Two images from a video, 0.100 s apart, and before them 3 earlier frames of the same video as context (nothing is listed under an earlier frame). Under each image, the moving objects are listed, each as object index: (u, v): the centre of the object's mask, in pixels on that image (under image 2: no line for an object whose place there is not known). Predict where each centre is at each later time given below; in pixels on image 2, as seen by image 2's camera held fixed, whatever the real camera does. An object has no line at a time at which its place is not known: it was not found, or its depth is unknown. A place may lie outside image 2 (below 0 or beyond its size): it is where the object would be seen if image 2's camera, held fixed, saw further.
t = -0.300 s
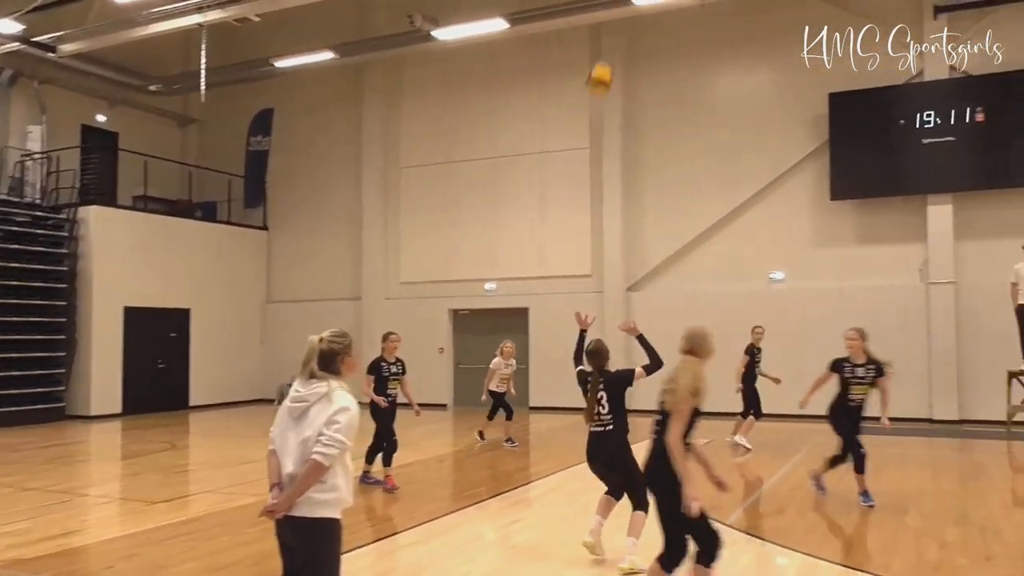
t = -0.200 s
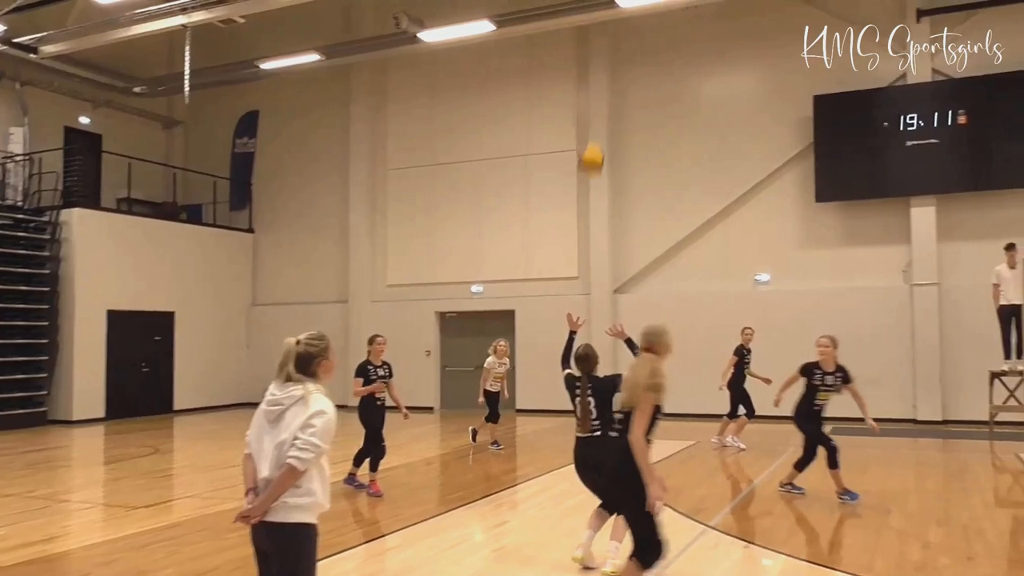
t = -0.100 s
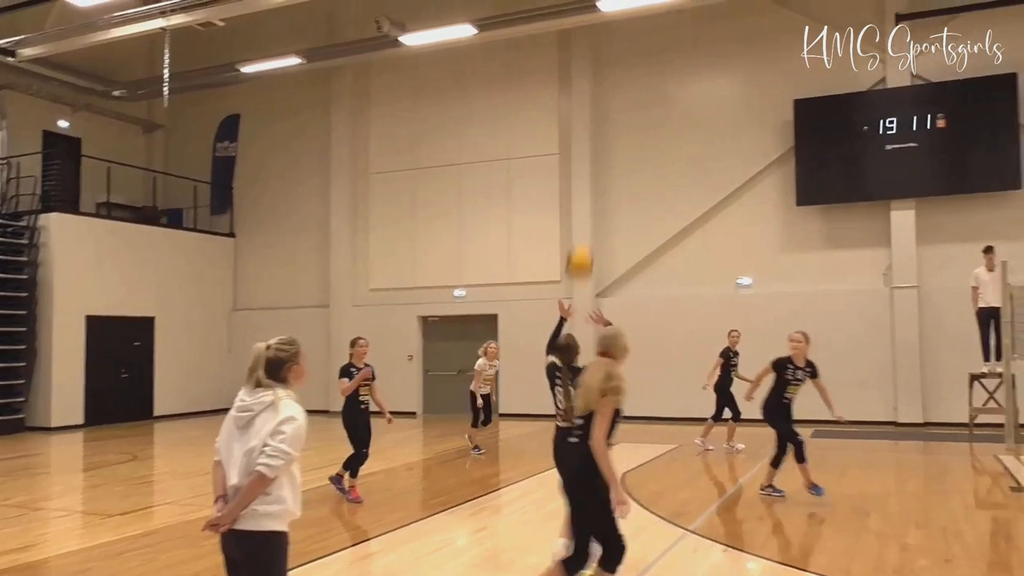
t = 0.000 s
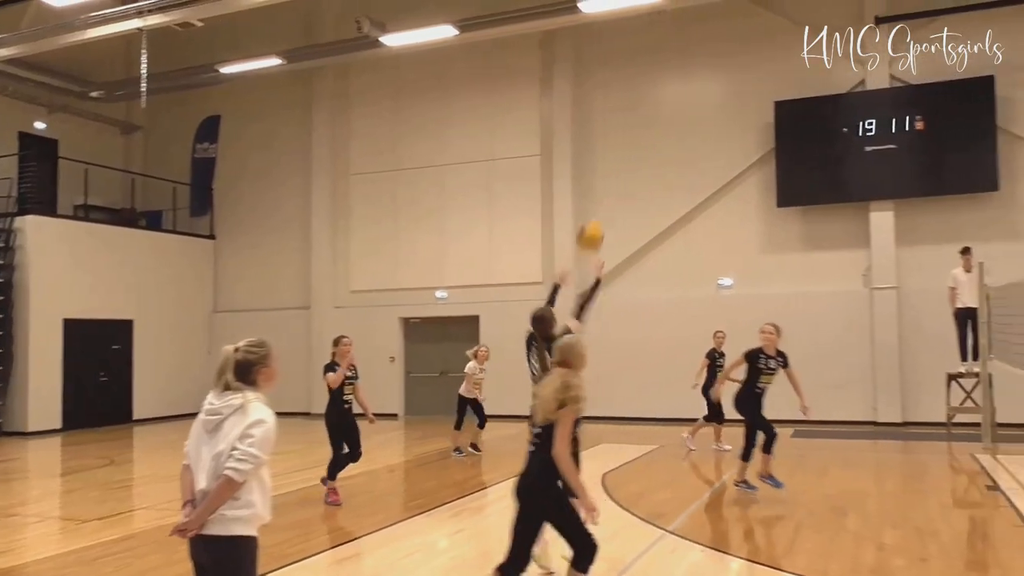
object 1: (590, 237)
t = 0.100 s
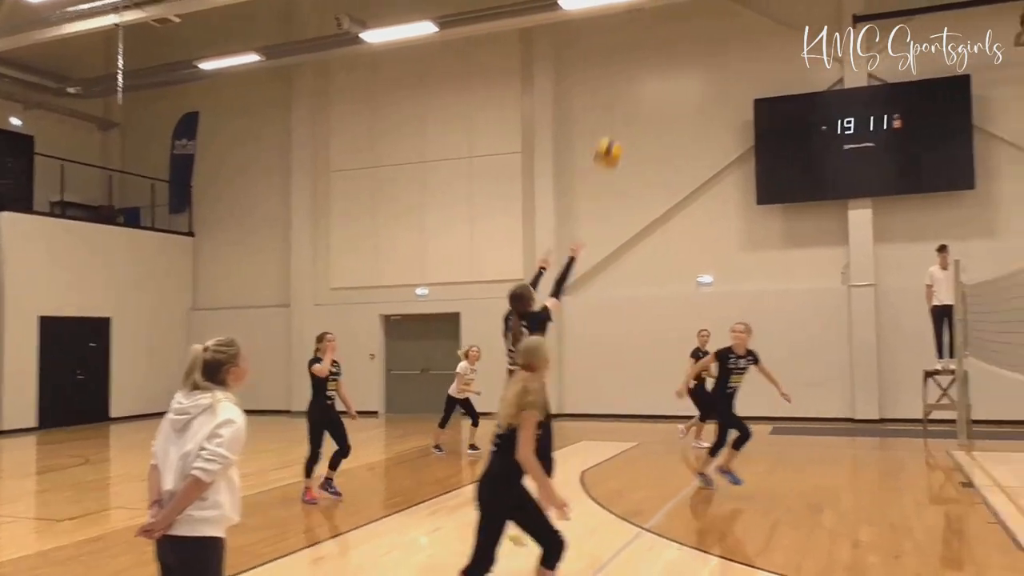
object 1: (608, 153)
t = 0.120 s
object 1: (615, 139)
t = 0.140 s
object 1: (622, 126)
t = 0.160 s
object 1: (629, 113)
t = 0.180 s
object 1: (637, 102)
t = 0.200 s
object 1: (645, 92)
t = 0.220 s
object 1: (651, 82)
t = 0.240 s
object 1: (658, 74)
